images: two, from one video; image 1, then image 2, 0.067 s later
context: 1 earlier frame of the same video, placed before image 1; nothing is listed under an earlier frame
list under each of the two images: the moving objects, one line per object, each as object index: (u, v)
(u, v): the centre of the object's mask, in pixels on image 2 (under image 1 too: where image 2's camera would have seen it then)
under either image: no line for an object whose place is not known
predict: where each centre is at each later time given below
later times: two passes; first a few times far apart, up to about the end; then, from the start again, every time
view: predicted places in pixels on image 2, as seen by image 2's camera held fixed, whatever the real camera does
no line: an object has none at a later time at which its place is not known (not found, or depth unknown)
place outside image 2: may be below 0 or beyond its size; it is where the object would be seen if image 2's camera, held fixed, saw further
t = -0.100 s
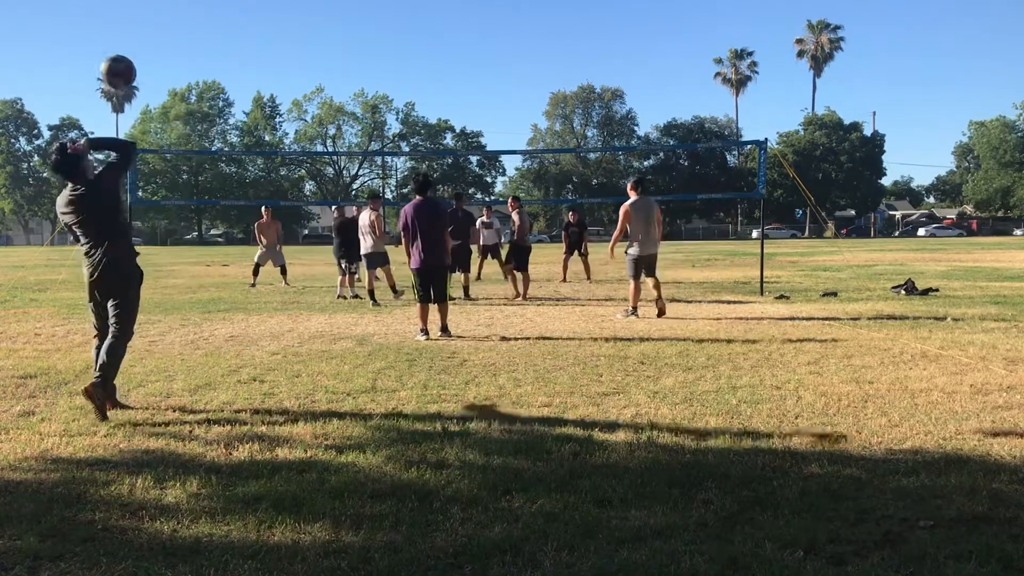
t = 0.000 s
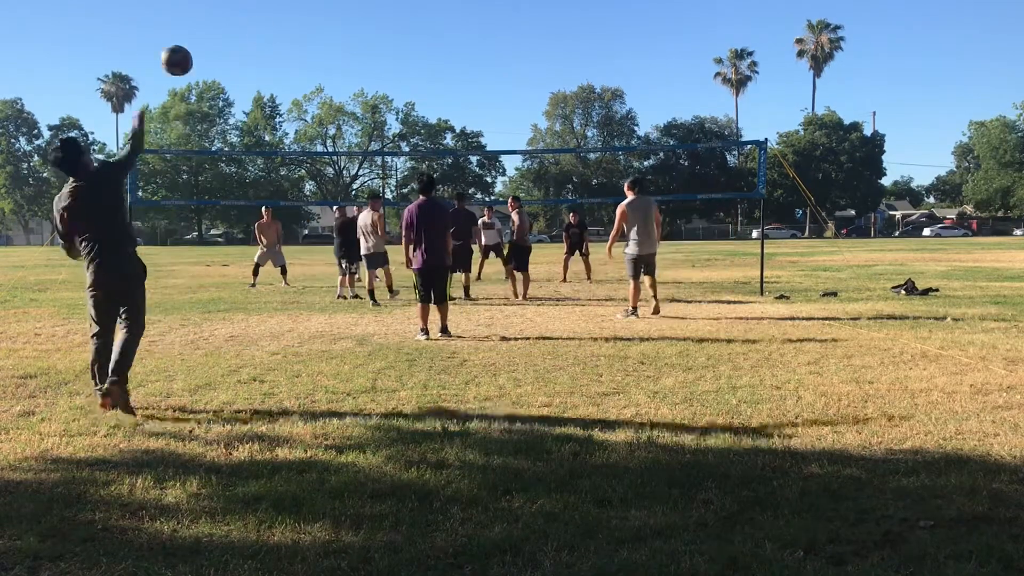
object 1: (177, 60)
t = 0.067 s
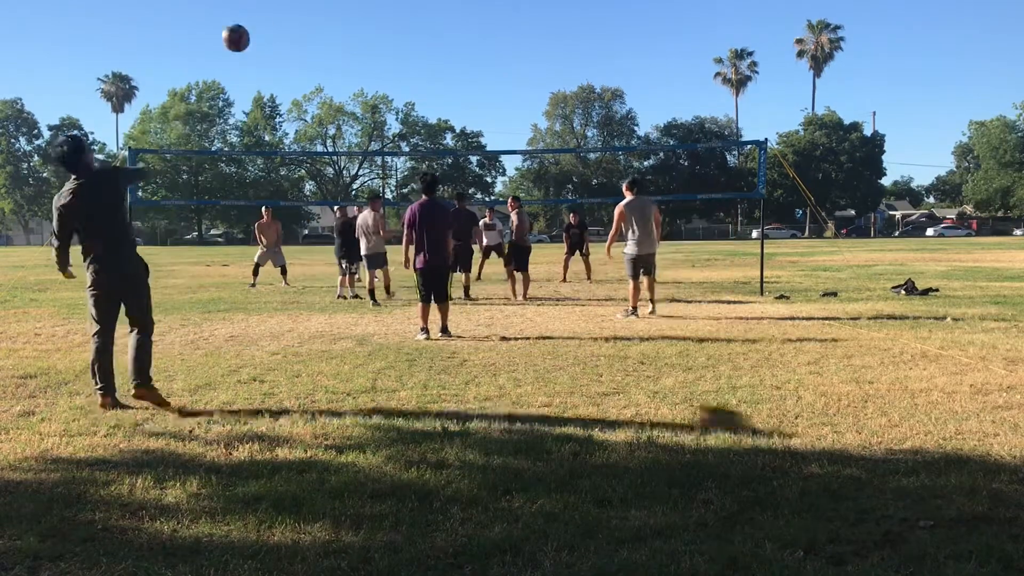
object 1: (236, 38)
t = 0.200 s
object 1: (324, 21)
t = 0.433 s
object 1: (419, 44)
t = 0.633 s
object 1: (470, 89)
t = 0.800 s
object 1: (503, 136)
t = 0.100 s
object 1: (261, 30)
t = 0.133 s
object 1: (285, 26)
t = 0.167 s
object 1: (305, 23)
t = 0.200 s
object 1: (324, 21)
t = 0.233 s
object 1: (342, 21)
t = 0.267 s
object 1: (357, 23)
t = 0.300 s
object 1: (372, 25)
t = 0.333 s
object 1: (385, 29)
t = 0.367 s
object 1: (397, 33)
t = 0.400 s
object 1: (409, 38)
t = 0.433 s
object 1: (419, 44)
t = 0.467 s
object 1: (429, 50)
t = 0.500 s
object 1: (438, 57)
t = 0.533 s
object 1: (446, 65)
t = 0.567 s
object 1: (454, 72)
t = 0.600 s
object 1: (462, 81)
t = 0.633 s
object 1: (470, 89)
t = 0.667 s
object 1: (477, 98)
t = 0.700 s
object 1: (484, 107)
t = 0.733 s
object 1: (491, 117)
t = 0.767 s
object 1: (497, 126)
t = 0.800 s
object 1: (503, 136)
